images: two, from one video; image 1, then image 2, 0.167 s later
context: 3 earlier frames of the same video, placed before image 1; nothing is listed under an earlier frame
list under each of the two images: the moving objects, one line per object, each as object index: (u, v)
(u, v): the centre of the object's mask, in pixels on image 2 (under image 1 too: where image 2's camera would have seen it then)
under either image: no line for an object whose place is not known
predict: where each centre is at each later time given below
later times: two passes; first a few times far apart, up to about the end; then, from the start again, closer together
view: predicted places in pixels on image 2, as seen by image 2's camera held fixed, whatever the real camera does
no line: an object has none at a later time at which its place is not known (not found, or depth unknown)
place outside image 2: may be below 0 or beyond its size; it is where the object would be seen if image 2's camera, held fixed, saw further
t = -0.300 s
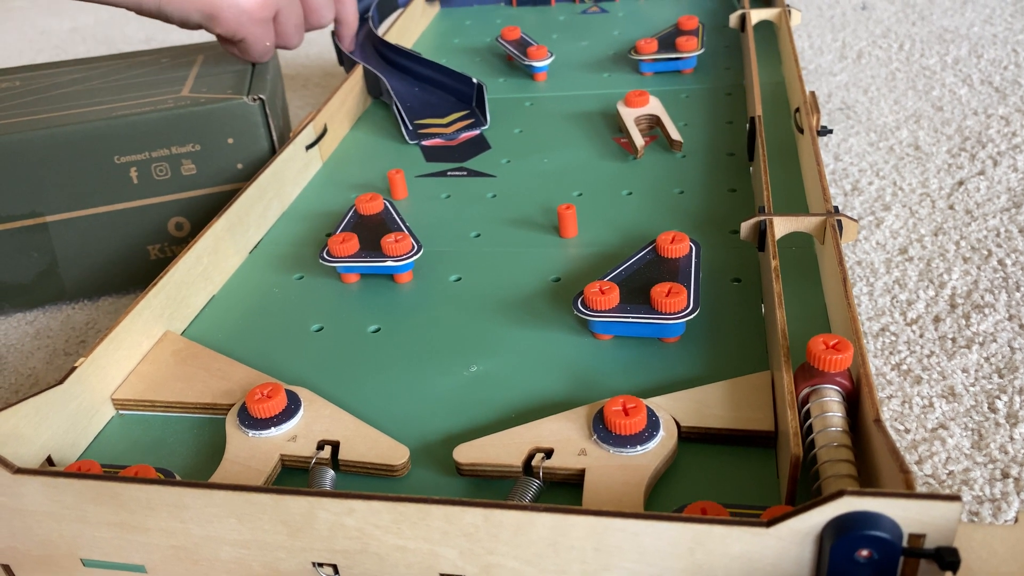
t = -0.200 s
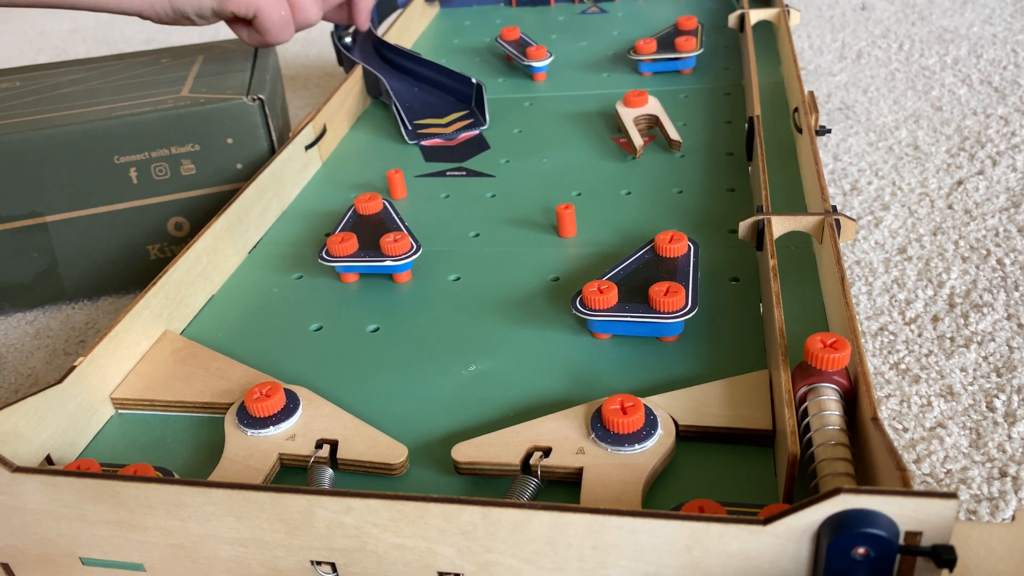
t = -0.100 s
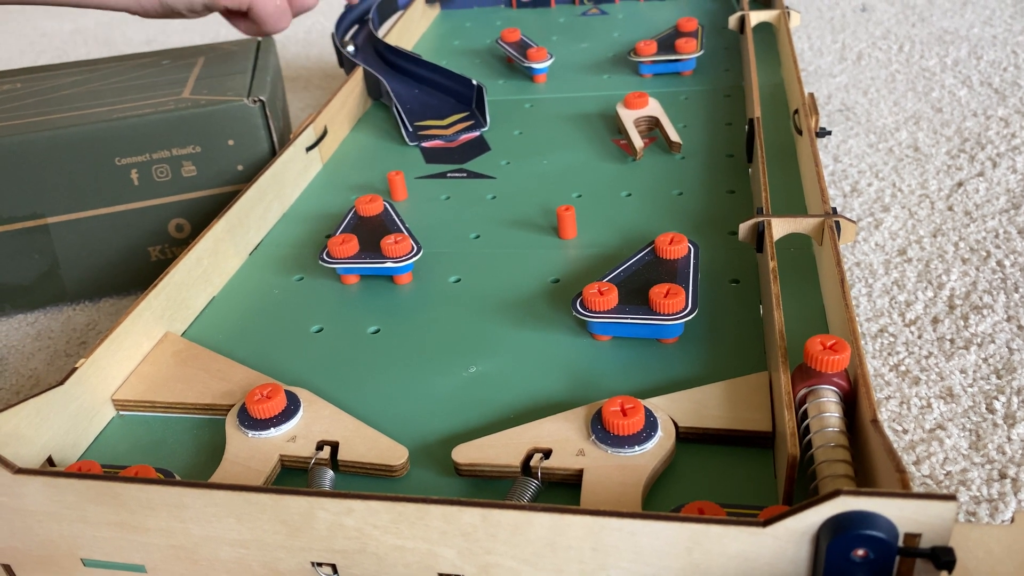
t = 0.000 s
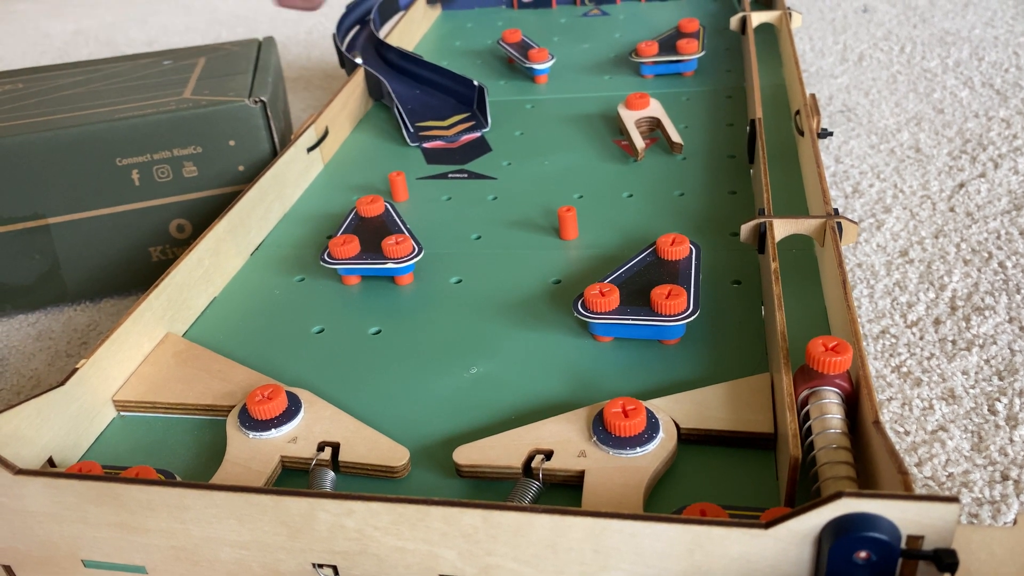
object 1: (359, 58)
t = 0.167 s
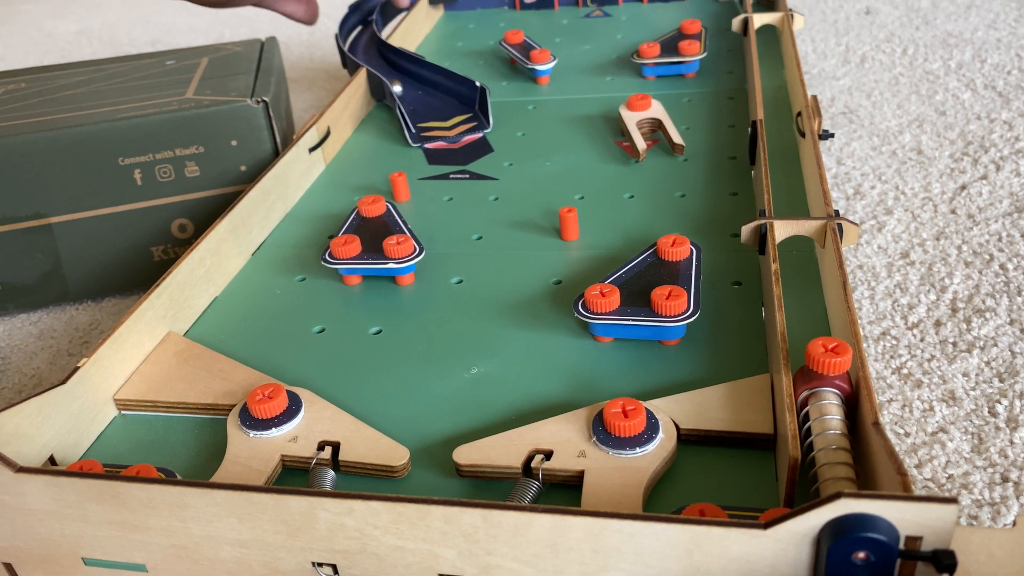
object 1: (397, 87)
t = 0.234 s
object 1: (417, 106)
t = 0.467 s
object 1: (495, 212)
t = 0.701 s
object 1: (579, 396)
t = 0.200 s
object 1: (406, 96)
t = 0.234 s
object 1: (417, 106)
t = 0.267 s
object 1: (427, 117)
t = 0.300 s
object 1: (437, 130)
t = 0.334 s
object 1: (448, 146)
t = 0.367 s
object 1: (460, 160)
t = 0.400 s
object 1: (471, 175)
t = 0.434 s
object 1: (482, 192)
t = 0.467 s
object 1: (495, 212)
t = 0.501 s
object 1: (507, 233)
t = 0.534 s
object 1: (521, 257)
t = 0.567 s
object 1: (535, 284)
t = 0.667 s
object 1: (583, 395)
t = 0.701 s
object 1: (579, 396)
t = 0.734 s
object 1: (574, 398)
